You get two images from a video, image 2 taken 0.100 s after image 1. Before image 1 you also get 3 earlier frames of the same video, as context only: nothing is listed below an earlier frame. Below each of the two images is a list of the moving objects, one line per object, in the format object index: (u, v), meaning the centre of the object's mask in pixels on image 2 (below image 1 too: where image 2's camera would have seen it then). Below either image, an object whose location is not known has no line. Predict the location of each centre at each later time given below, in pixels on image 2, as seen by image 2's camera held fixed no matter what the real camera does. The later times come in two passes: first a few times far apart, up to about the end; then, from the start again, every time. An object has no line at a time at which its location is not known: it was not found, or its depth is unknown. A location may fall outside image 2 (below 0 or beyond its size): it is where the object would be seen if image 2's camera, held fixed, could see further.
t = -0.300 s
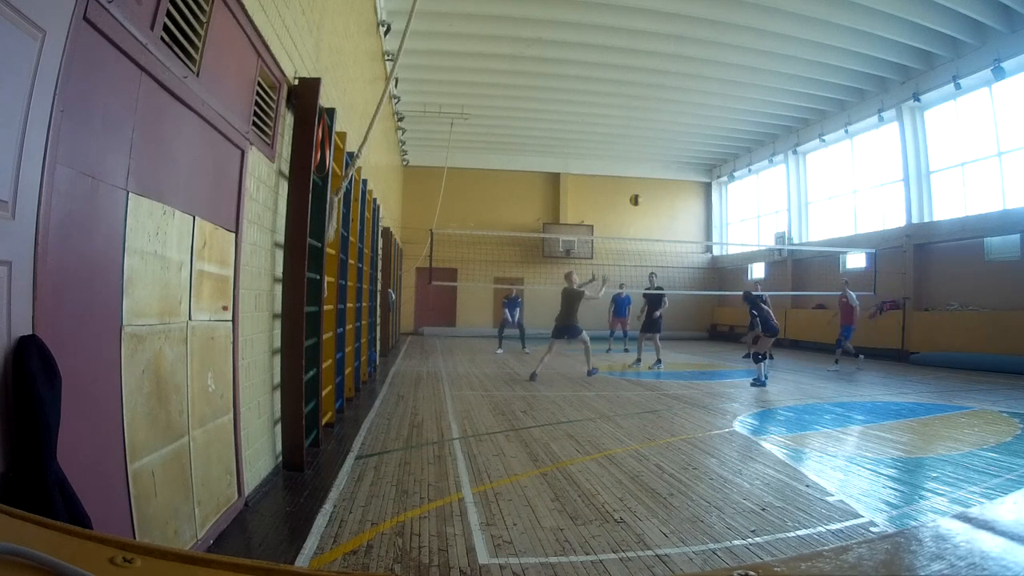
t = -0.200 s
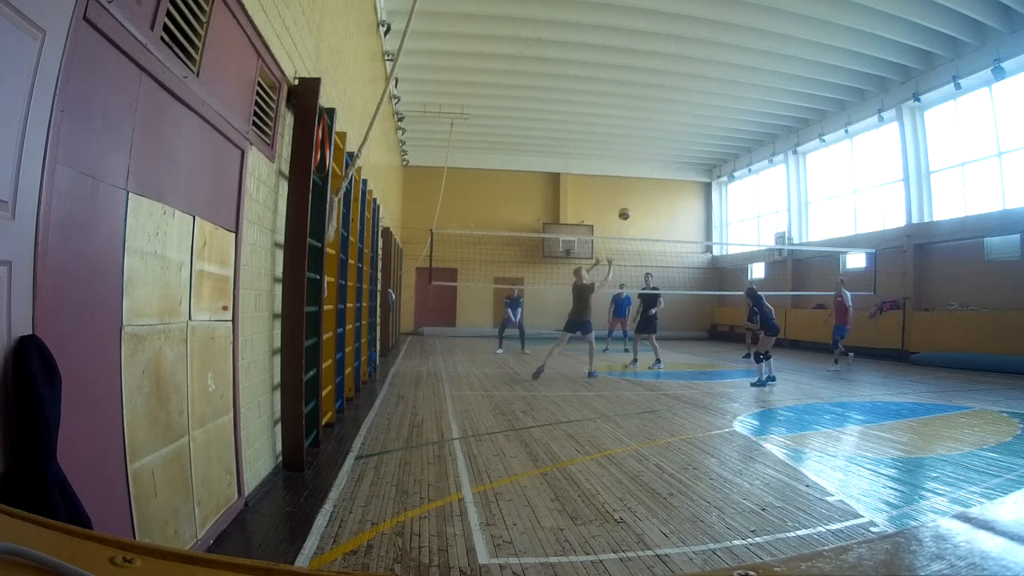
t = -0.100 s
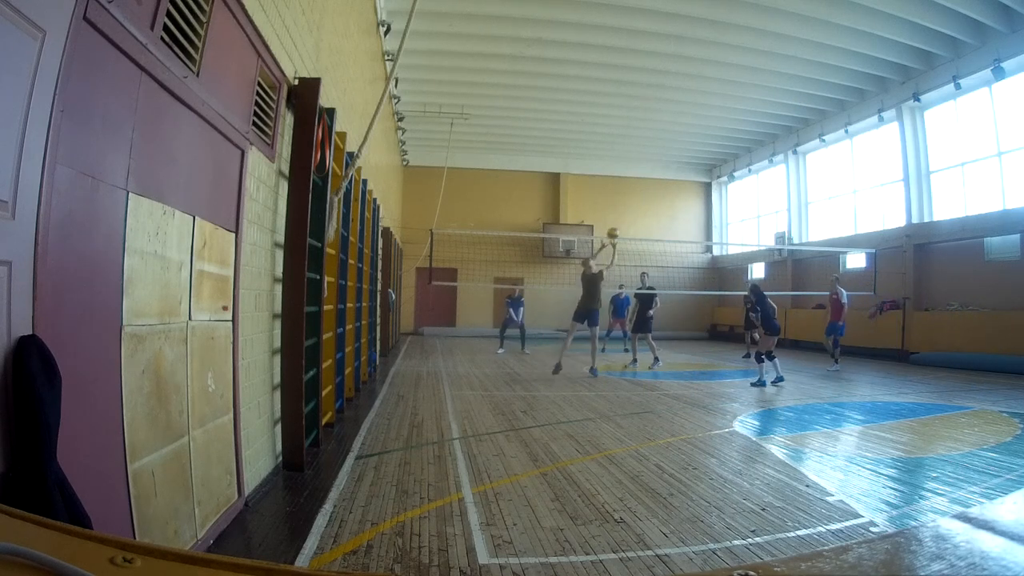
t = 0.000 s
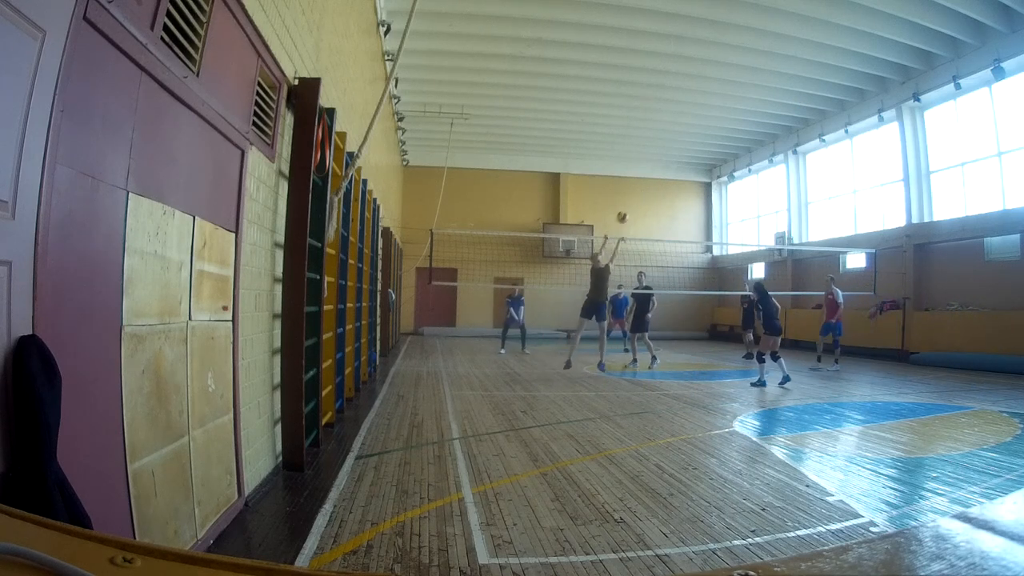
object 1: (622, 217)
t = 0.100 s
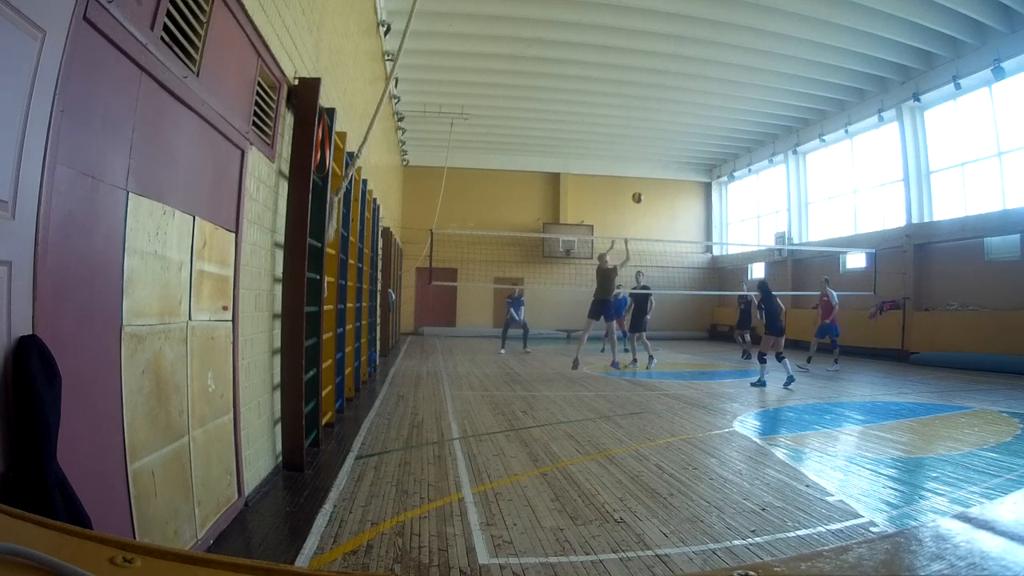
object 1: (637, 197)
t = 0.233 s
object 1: (656, 182)
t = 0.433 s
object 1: (680, 177)
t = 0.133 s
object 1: (642, 193)
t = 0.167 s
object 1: (646, 189)
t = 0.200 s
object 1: (651, 185)
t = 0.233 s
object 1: (656, 182)
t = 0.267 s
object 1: (660, 180)
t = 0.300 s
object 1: (664, 178)
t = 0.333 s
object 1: (668, 177)
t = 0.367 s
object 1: (672, 177)
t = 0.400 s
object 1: (676, 177)
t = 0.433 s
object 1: (680, 177)
